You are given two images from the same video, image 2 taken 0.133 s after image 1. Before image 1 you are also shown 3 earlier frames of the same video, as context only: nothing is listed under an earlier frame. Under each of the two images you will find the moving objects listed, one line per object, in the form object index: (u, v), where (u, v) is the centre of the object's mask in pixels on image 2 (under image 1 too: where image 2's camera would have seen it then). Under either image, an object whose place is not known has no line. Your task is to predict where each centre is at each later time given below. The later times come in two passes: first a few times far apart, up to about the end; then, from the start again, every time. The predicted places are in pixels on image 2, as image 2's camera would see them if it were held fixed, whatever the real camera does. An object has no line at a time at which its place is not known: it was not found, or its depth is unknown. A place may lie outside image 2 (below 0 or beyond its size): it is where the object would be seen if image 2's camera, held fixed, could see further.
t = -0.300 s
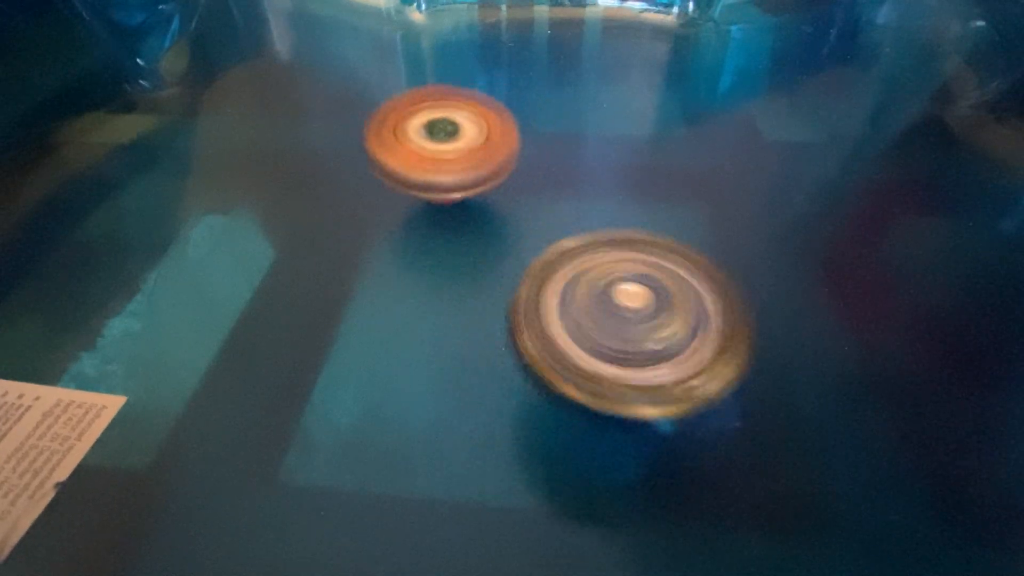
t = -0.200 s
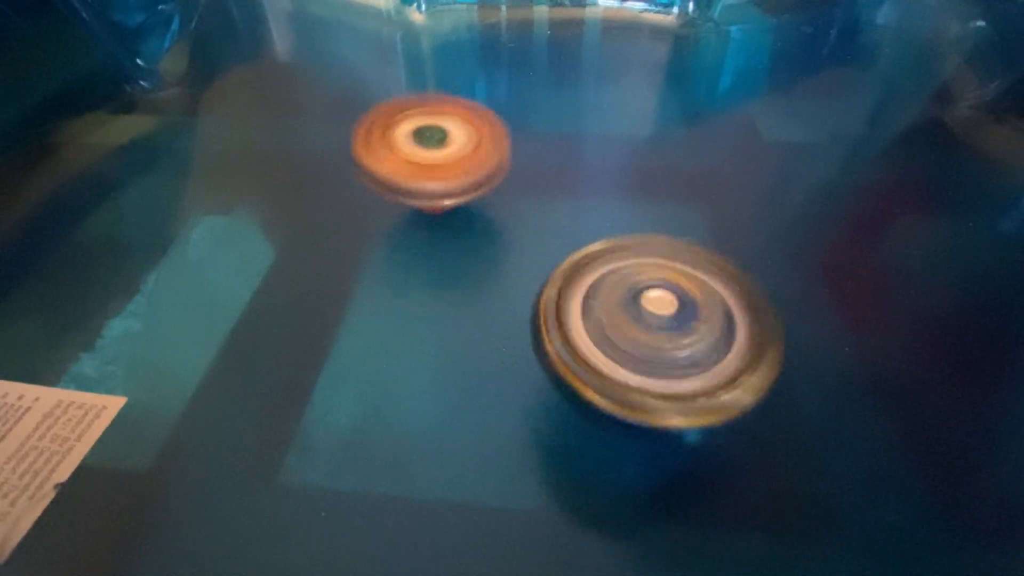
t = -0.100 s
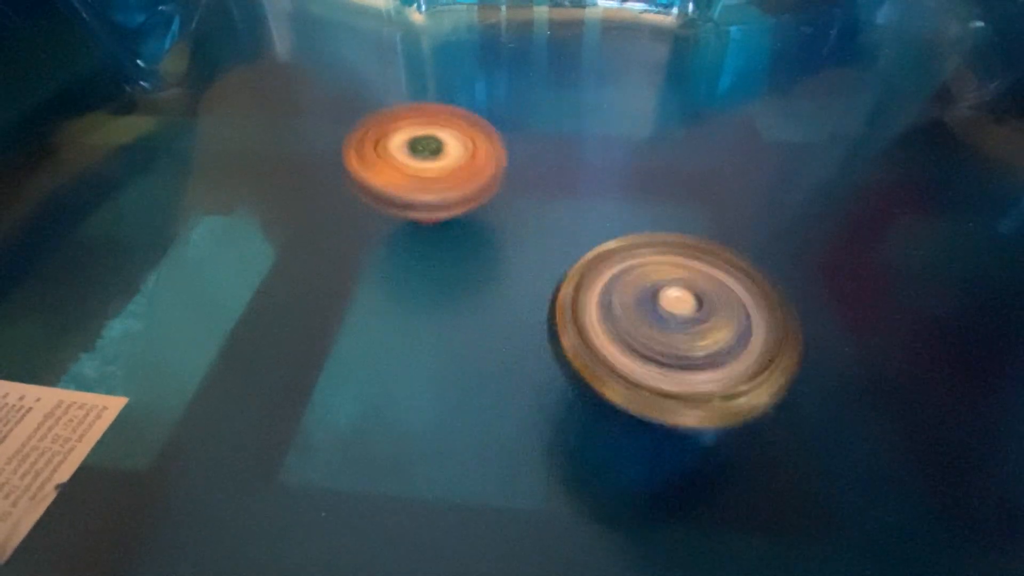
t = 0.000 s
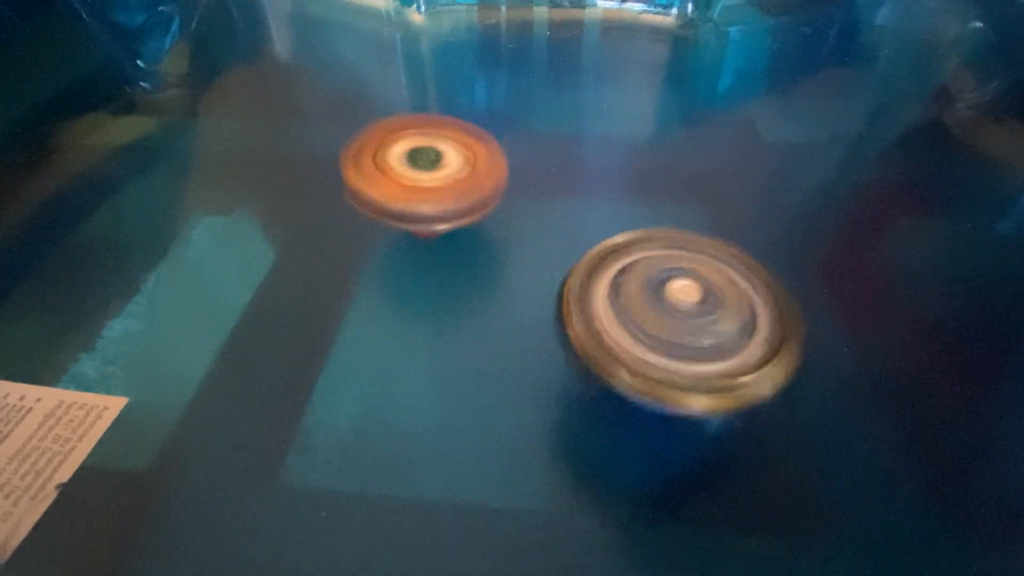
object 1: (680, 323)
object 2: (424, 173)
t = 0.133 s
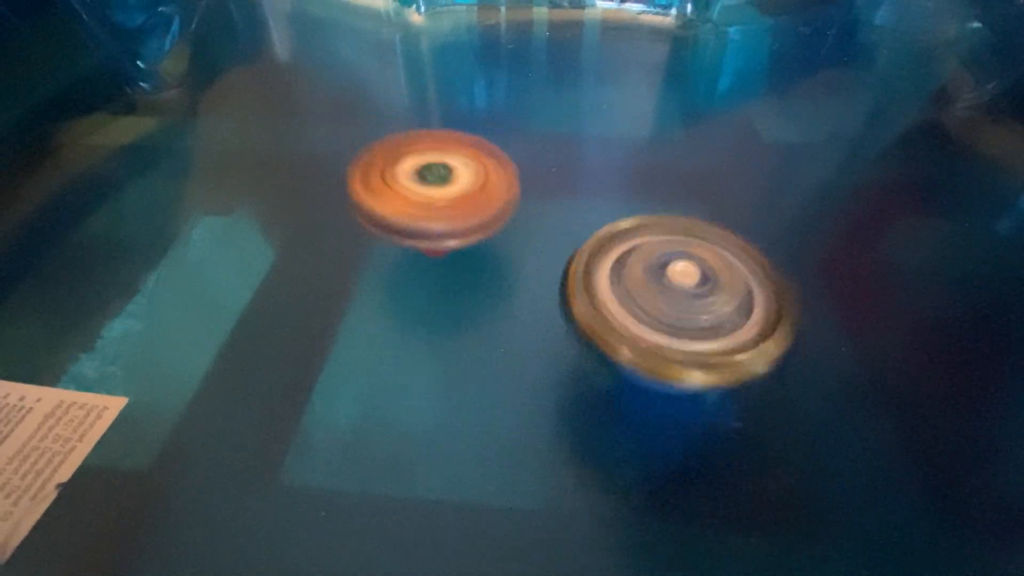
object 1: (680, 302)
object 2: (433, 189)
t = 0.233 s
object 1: (674, 281)
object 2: (451, 201)
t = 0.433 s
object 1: (693, 240)
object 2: (481, 217)
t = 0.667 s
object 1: (726, 200)
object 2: (509, 221)
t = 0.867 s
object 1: (713, 171)
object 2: (536, 216)
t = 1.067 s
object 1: (708, 139)
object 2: (533, 208)
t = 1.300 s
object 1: (702, 118)
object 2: (517, 205)
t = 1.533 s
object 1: (671, 112)
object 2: (505, 201)
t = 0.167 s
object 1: (678, 297)
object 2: (439, 193)
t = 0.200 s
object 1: (676, 289)
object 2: (445, 197)
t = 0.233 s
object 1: (674, 281)
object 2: (451, 201)
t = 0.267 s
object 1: (671, 273)
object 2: (457, 205)
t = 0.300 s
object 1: (666, 266)
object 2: (464, 209)
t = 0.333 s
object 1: (665, 257)
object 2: (472, 213)
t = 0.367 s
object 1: (673, 251)
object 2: (474, 215)
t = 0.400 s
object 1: (683, 246)
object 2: (478, 217)
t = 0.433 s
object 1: (693, 240)
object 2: (481, 217)
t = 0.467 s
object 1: (702, 234)
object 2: (484, 218)
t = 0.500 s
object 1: (708, 228)
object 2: (488, 219)
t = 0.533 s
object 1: (714, 222)
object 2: (492, 220)
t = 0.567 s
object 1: (718, 217)
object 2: (497, 220)
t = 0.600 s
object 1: (722, 211)
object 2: (501, 221)
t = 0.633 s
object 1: (725, 205)
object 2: (505, 220)
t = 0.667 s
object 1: (726, 200)
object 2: (509, 221)
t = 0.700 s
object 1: (726, 194)
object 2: (515, 221)
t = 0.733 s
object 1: (725, 189)
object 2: (518, 220)
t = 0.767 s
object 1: (724, 184)
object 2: (523, 219)
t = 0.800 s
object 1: (721, 179)
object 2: (528, 218)
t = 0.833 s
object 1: (717, 175)
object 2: (533, 218)
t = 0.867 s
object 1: (713, 171)
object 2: (536, 216)
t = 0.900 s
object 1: (709, 166)
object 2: (540, 215)
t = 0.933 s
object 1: (703, 162)
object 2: (544, 212)
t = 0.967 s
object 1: (699, 157)
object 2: (545, 211)
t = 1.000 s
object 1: (704, 150)
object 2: (541, 210)
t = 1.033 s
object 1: (706, 145)
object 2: (537, 209)
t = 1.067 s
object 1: (708, 139)
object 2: (533, 208)
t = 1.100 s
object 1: (708, 135)
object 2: (533, 207)
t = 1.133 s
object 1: (708, 131)
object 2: (529, 206)
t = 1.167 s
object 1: (707, 127)
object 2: (527, 206)
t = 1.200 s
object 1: (707, 124)
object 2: (523, 206)
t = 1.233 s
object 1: (705, 122)
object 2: (522, 205)
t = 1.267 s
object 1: (703, 119)
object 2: (519, 204)
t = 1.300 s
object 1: (702, 118)
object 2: (517, 205)
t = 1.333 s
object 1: (699, 117)
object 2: (515, 205)
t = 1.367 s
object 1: (696, 115)
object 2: (513, 204)
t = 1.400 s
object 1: (692, 114)
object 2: (512, 203)
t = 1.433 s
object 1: (689, 114)
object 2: (508, 203)
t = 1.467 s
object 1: (684, 113)
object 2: (508, 203)
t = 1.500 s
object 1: (677, 112)
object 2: (505, 201)
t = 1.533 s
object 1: (671, 112)
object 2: (505, 201)
